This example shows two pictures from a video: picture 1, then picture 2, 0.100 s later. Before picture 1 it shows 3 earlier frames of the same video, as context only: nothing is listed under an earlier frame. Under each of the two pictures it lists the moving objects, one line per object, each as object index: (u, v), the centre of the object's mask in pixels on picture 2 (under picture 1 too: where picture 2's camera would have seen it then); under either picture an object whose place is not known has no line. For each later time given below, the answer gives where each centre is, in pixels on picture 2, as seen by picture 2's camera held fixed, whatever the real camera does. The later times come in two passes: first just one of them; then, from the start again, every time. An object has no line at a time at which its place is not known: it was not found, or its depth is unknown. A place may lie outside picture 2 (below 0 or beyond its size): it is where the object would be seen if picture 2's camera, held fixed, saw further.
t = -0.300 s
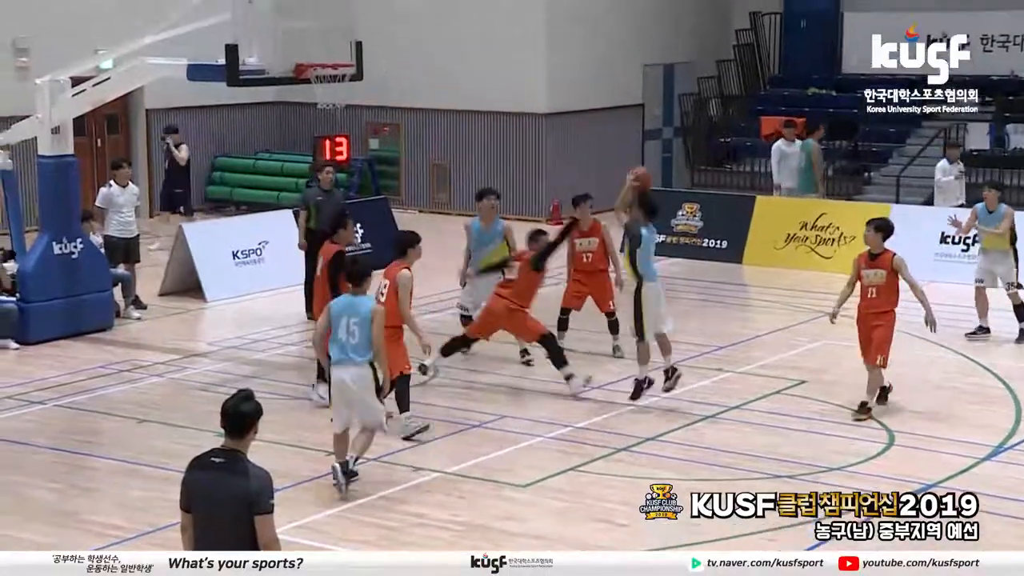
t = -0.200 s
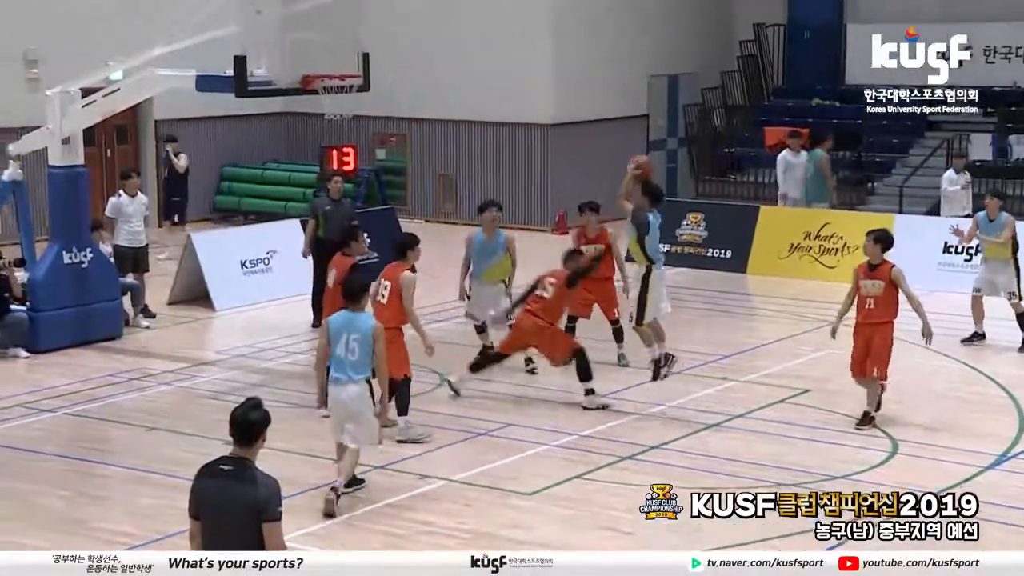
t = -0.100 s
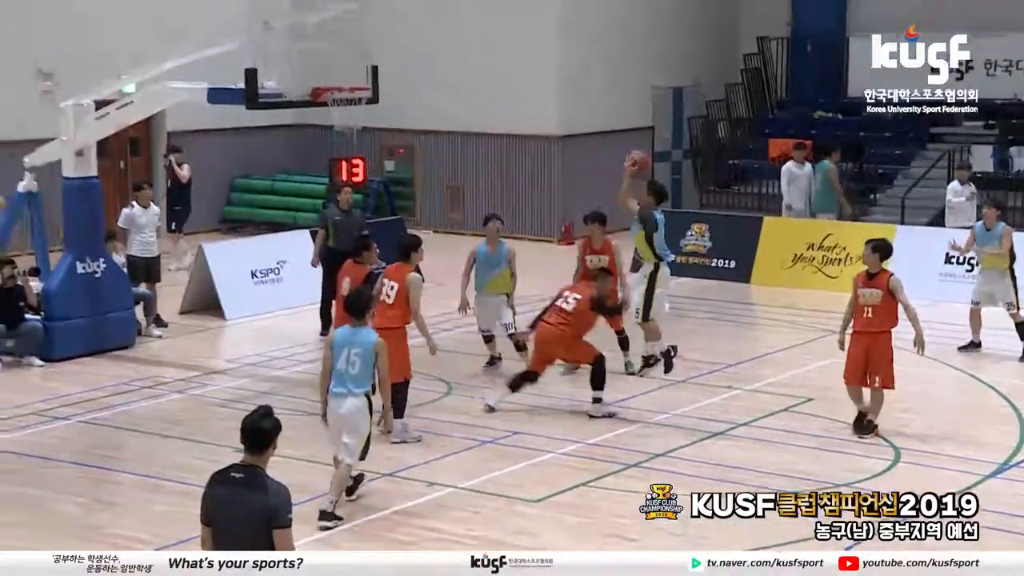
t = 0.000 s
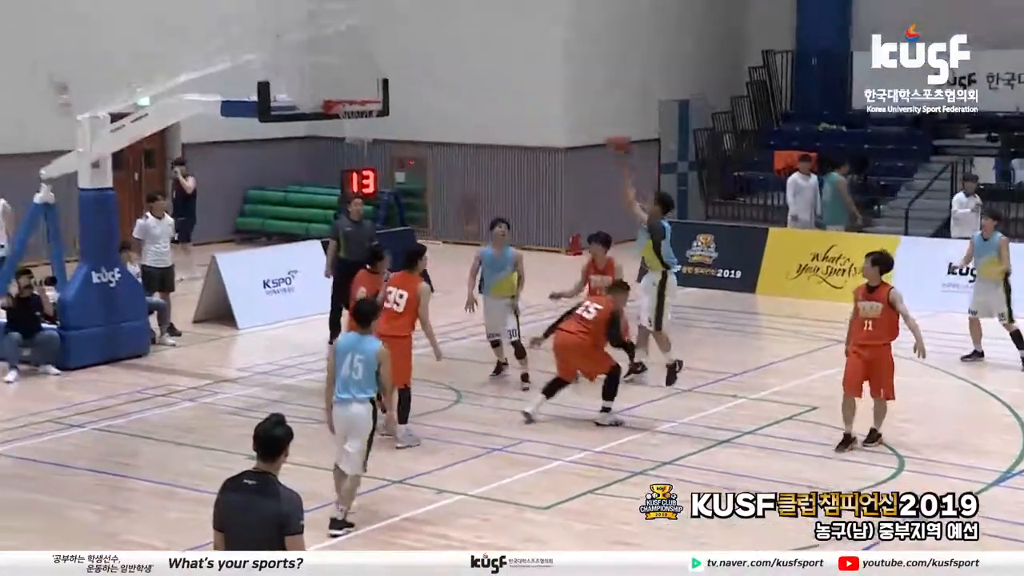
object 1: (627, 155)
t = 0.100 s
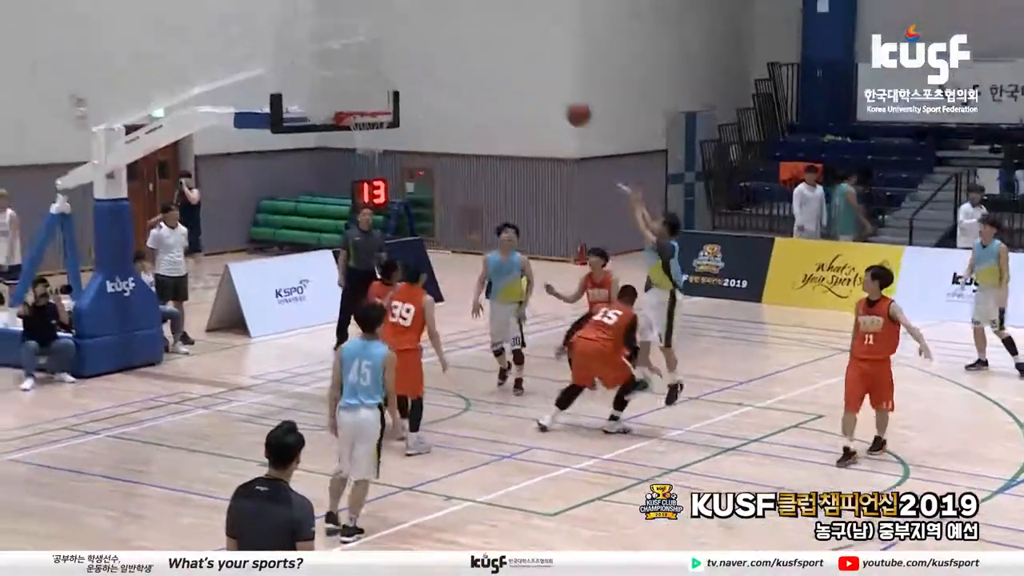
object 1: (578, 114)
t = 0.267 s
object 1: (502, 70)
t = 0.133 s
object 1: (562, 103)
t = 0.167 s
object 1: (547, 93)
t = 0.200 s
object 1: (532, 84)
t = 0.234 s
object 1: (516, 76)
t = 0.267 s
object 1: (502, 70)
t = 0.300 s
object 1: (487, 64)
